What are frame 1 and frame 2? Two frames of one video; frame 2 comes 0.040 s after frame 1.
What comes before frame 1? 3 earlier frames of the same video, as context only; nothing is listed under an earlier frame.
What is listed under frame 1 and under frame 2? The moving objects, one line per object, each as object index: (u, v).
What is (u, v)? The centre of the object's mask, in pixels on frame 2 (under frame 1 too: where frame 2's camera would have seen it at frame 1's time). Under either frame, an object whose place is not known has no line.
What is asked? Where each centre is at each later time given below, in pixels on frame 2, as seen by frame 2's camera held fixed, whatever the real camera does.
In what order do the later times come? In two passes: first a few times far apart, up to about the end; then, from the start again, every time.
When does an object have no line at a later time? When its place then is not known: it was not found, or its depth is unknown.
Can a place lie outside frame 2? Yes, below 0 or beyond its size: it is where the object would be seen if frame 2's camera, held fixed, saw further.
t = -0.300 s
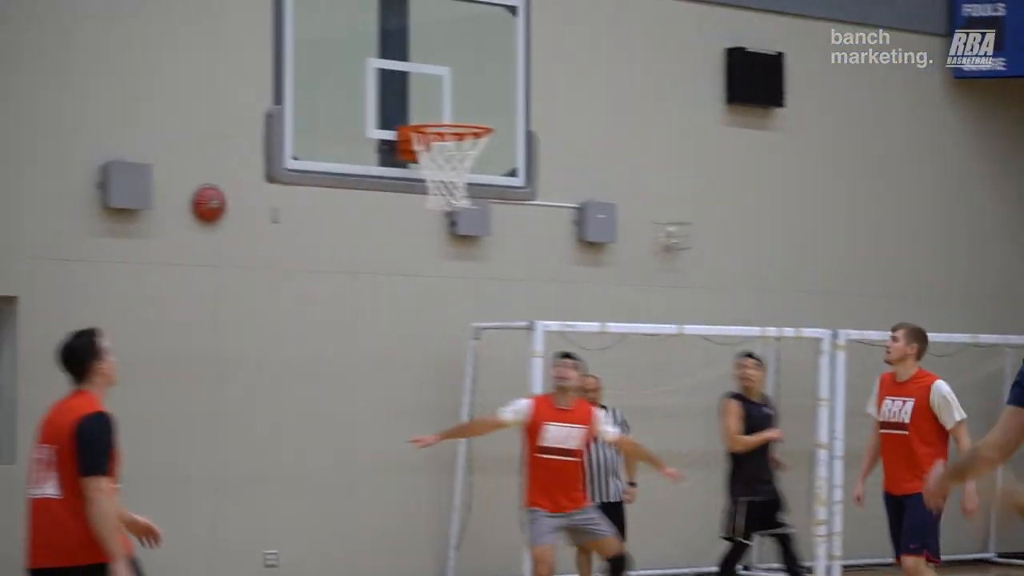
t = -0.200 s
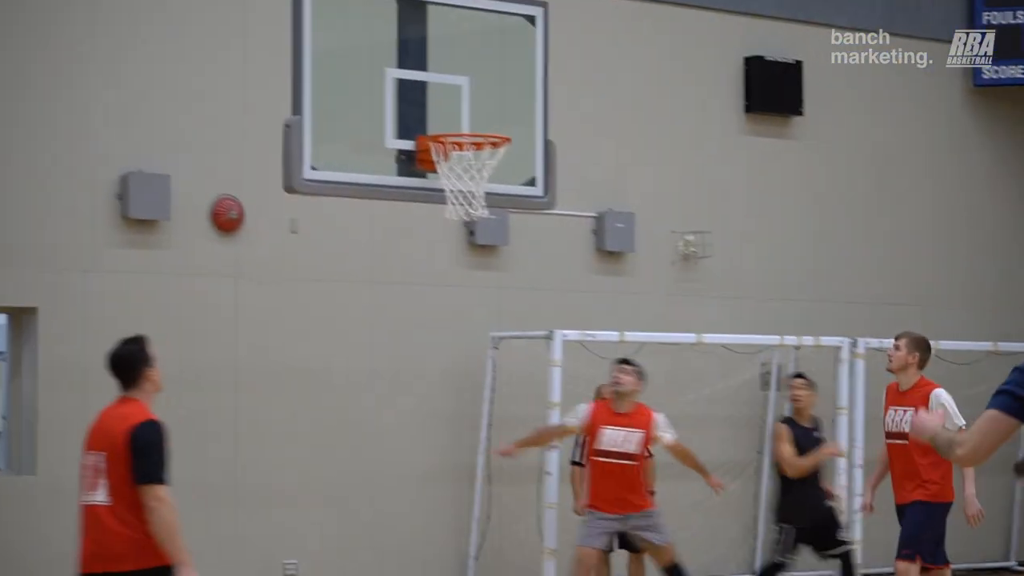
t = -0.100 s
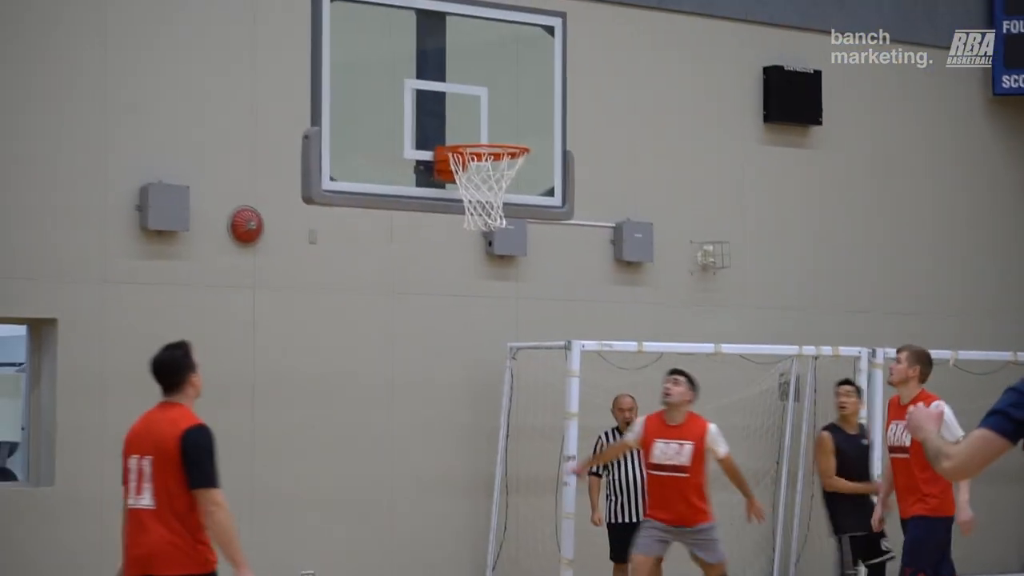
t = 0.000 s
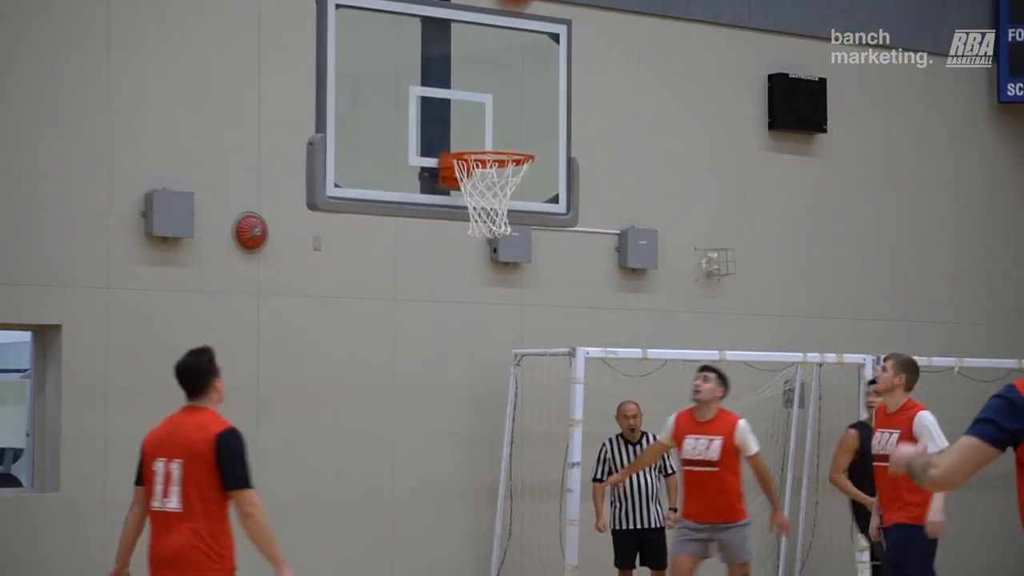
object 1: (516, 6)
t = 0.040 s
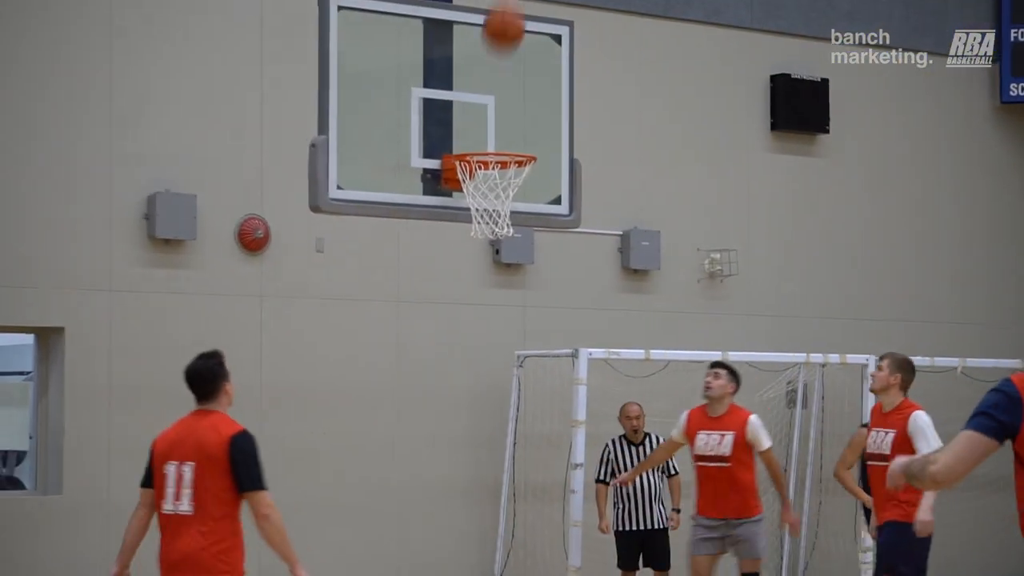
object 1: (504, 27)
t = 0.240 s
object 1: (509, 180)
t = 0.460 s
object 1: (492, 212)
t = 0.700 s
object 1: (448, 289)
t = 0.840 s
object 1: (422, 387)
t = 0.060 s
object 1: (498, 49)
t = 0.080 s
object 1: (493, 68)
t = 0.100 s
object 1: (487, 89)
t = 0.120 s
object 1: (482, 111)
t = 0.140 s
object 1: (476, 131)
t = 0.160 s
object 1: (474, 150)
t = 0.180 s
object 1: (487, 158)
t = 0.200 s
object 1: (502, 172)
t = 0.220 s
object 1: (507, 176)
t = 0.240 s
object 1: (509, 180)
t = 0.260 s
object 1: (511, 186)
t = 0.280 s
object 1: (513, 191)
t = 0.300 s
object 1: (513, 195)
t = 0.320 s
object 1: (513, 197)
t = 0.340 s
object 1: (512, 198)
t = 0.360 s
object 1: (510, 199)
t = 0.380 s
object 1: (507, 200)
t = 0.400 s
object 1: (504, 213)
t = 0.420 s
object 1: (500, 213)
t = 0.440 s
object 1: (495, 205)
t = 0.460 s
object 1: (492, 212)
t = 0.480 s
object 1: (488, 212)
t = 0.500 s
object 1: (485, 215)
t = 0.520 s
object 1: (481, 218)
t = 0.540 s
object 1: (478, 223)
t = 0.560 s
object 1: (474, 229)
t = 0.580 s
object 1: (471, 235)
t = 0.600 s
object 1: (467, 243)
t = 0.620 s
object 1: (463, 250)
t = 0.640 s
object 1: (459, 259)
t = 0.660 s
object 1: (456, 268)
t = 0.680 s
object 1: (452, 278)
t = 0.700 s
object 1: (448, 289)
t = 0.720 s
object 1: (445, 301)
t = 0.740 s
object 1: (441, 313)
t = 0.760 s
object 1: (437, 326)
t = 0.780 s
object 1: (433, 340)
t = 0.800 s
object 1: (430, 355)
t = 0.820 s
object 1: (426, 370)
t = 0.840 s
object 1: (422, 387)
